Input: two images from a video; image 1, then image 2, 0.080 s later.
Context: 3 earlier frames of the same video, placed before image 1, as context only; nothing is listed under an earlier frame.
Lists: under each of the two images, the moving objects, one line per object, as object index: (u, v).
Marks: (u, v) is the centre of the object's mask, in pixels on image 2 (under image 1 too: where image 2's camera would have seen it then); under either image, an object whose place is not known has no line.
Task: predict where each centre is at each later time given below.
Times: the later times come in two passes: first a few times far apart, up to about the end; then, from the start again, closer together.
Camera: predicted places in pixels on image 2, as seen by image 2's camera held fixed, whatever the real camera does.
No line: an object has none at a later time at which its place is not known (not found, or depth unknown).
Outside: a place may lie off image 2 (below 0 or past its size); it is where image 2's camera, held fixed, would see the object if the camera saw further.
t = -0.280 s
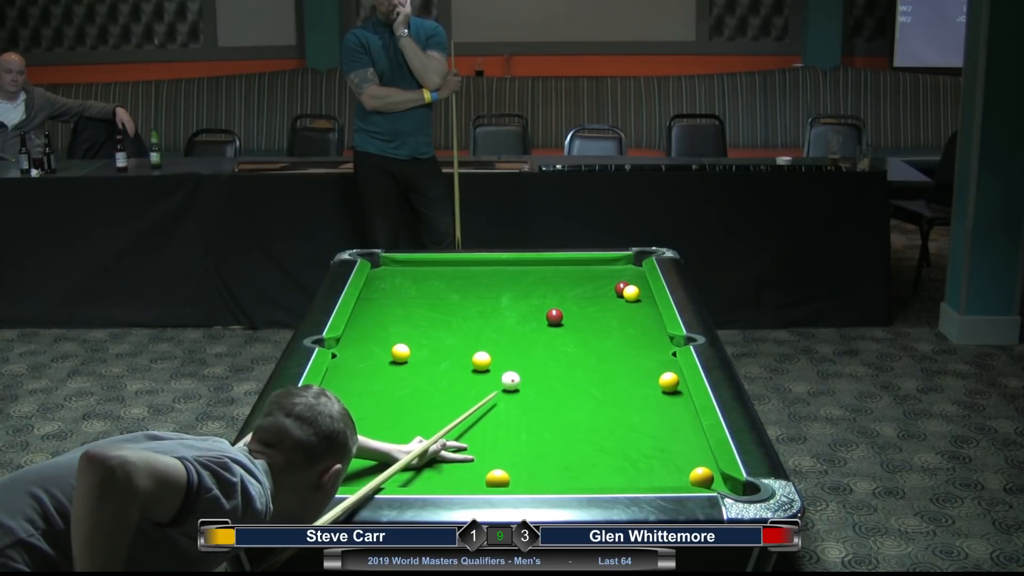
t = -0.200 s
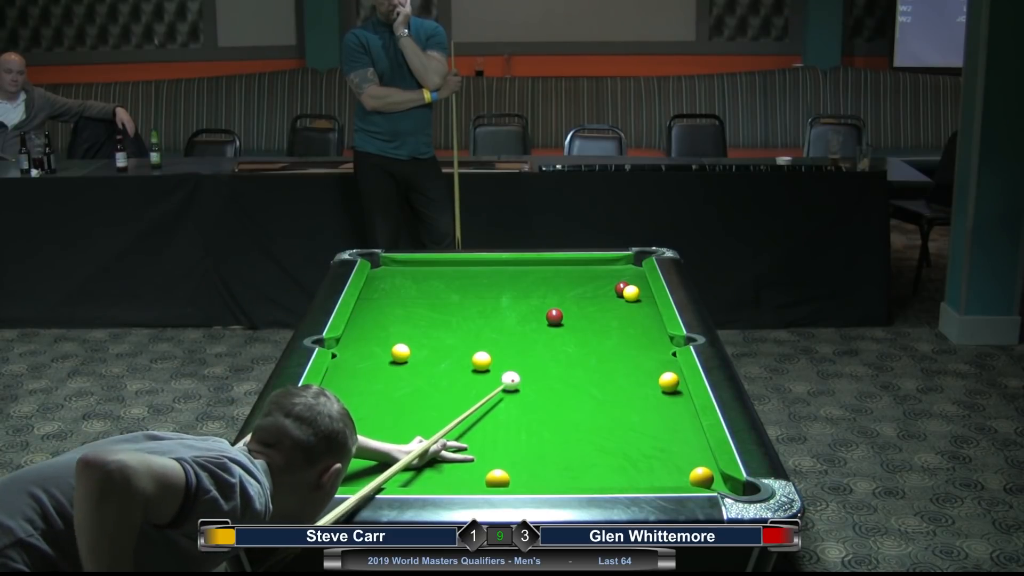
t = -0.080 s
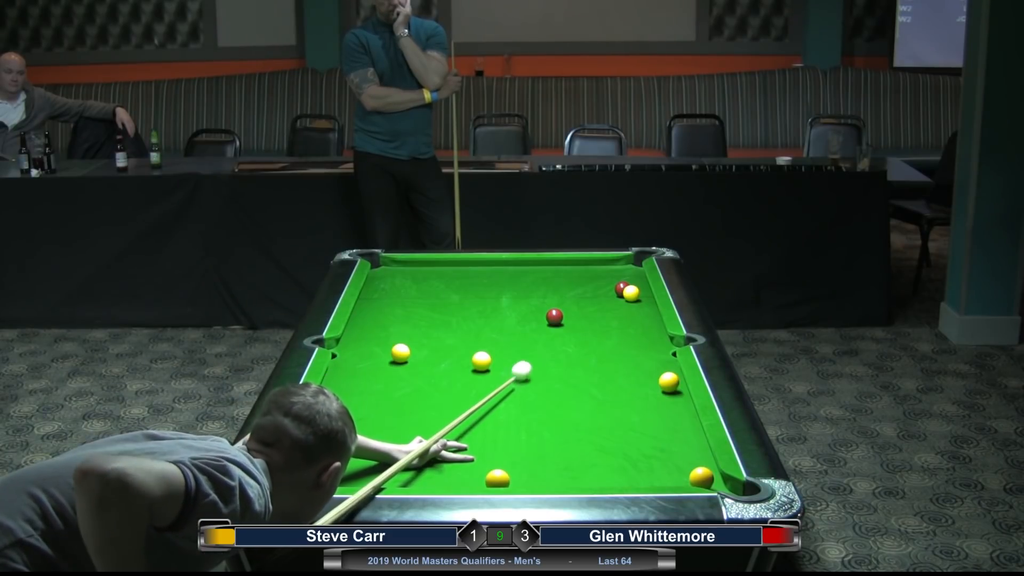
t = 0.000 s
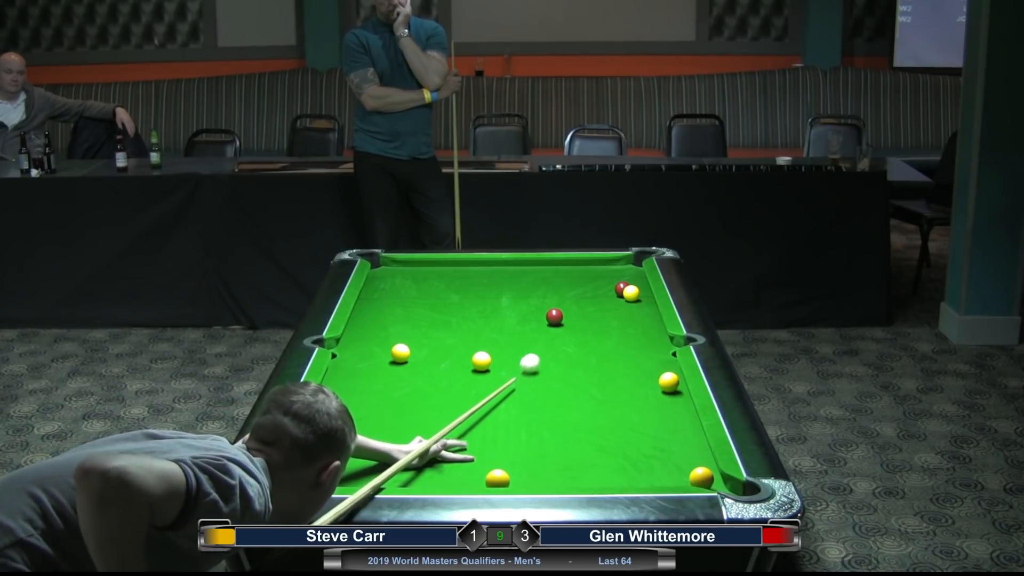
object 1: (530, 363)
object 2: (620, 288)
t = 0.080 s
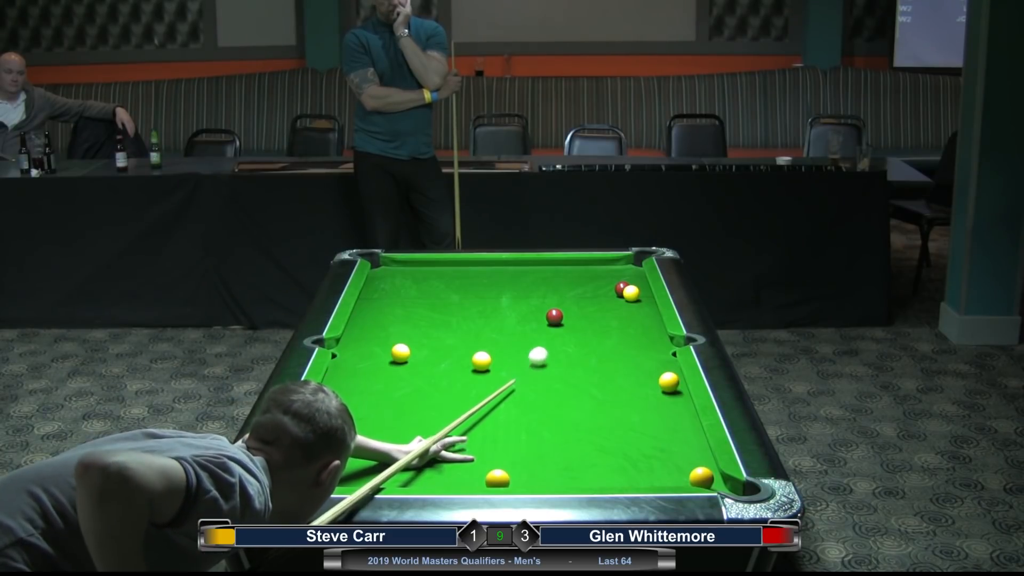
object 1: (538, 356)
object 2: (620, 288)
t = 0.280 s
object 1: (557, 340)
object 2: (620, 288)
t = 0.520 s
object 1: (576, 323)
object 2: (620, 288)
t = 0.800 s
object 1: (597, 305)
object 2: (620, 288)
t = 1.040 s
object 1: (611, 292)
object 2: (622, 287)
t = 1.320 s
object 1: (601, 286)
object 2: (641, 283)
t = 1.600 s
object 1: (592, 281)
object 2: (626, 279)
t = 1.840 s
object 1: (585, 277)
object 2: (617, 278)
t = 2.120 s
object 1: (579, 274)
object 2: (608, 275)
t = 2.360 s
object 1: (573, 271)
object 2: (602, 274)
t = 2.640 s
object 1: (569, 269)
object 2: (597, 273)
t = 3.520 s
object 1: (564, 267)
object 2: (590, 272)
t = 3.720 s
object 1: (564, 267)
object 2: (590, 272)
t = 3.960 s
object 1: (564, 267)
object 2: (590, 272)
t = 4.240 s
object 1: (564, 267)
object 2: (590, 272)
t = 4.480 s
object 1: (564, 267)
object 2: (590, 272)
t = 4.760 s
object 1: (564, 267)
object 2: (590, 272)
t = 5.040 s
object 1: (564, 267)
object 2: (590, 272)
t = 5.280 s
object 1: (564, 267)
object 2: (590, 272)
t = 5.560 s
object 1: (564, 267)
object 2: (590, 272)
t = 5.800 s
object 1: (564, 267)
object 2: (590, 272)
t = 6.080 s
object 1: (564, 267)
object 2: (590, 272)
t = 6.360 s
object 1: (564, 267)
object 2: (590, 272)
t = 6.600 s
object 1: (564, 267)
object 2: (590, 272)
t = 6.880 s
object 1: (564, 267)
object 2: (590, 272)
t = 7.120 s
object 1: (564, 267)
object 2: (590, 272)
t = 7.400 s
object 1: (564, 267)
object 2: (590, 272)
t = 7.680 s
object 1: (564, 267)
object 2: (590, 272)
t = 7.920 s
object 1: (564, 267)
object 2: (590, 272)
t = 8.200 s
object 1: (564, 267)
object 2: (590, 272)
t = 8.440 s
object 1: (564, 267)
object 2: (590, 272)
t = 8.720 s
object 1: (564, 267)
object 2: (590, 272)
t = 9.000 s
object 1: (564, 267)
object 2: (590, 272)
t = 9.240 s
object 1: (564, 267)
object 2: (590, 272)
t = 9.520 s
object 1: (564, 267)
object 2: (590, 272)
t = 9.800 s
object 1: (564, 267)
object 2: (590, 272)
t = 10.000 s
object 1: (564, 267)
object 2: (590, 272)
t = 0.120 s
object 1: (542, 353)
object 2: (620, 288)
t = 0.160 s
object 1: (546, 349)
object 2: (620, 288)
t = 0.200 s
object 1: (549, 346)
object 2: (620, 288)
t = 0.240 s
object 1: (553, 343)
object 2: (620, 288)
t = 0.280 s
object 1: (557, 340)
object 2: (620, 288)
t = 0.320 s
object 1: (560, 337)
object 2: (620, 288)
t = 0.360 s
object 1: (564, 334)
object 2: (620, 288)
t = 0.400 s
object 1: (567, 331)
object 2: (621, 288)
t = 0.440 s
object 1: (570, 328)
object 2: (621, 288)
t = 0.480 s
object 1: (574, 325)
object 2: (620, 288)
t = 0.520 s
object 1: (576, 323)
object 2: (620, 288)
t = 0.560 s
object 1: (580, 320)
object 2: (620, 288)
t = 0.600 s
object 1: (583, 317)
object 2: (620, 288)
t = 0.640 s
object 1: (586, 315)
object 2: (620, 288)
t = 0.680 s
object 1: (589, 312)
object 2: (620, 288)
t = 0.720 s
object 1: (591, 310)
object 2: (620, 288)
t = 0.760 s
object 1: (594, 307)
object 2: (620, 288)
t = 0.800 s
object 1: (597, 305)
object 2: (620, 288)
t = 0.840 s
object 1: (600, 303)
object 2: (621, 288)
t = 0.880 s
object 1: (602, 300)
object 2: (621, 288)
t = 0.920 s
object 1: (605, 298)
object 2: (621, 288)
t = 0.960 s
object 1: (607, 296)
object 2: (621, 288)
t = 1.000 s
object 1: (610, 294)
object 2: (621, 287)
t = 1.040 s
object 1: (611, 292)
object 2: (622, 287)
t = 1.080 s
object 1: (609, 292)
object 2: (624, 285)
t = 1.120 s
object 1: (608, 291)
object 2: (628, 283)
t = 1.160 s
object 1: (606, 290)
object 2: (633, 283)
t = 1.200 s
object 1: (605, 289)
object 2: (636, 283)
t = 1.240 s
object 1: (603, 288)
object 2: (638, 283)
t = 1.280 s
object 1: (602, 287)
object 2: (641, 283)
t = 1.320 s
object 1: (601, 286)
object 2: (641, 283)
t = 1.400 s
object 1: (597, 284)
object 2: (636, 280)
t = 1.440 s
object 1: (596, 283)
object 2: (633, 280)
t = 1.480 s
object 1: (595, 283)
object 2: (632, 280)
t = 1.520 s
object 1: (594, 282)
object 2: (630, 280)
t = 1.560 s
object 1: (593, 281)
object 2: (628, 279)
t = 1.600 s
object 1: (592, 281)
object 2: (626, 279)
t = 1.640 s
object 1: (590, 280)
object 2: (624, 279)
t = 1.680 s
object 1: (589, 280)
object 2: (623, 279)
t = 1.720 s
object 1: (588, 279)
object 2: (622, 279)
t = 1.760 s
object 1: (587, 278)
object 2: (620, 278)
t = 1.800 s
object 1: (586, 278)
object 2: (619, 278)
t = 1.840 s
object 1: (585, 277)
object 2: (617, 278)
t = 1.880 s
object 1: (584, 277)
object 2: (616, 277)
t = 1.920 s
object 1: (583, 276)
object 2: (615, 277)
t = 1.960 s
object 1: (582, 276)
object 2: (613, 277)
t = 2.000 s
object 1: (581, 275)
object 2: (612, 276)
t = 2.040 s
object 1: (580, 275)
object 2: (611, 276)
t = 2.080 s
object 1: (580, 274)
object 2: (609, 276)
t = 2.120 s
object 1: (579, 274)
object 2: (608, 275)
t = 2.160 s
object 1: (578, 273)
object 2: (607, 275)
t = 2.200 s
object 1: (577, 273)
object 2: (606, 275)
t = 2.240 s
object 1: (576, 272)
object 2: (605, 275)
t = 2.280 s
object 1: (575, 272)
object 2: (604, 274)
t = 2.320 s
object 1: (574, 272)
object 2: (603, 274)
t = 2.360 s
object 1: (573, 271)
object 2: (602, 274)
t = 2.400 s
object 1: (573, 271)
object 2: (601, 274)
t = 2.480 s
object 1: (572, 271)
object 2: (600, 274)
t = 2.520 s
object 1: (571, 270)
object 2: (599, 274)
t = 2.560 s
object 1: (571, 270)
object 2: (598, 274)
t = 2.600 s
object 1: (570, 270)
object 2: (597, 273)
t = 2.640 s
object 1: (569, 269)
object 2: (597, 273)
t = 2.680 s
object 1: (569, 269)
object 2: (596, 273)
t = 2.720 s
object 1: (568, 269)
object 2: (595, 273)
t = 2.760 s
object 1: (570, 268)
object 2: (594, 273)
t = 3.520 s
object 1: (564, 267)
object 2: (590, 272)
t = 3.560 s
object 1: (564, 267)
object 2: (590, 272)
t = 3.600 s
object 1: (564, 267)
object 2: (590, 272)
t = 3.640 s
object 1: (564, 267)
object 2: (590, 272)
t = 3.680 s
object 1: (564, 267)
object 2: (590, 272)
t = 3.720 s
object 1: (564, 267)
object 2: (590, 272)
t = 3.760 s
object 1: (564, 267)
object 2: (590, 272)
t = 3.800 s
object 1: (564, 267)
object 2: (590, 272)
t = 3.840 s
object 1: (564, 267)
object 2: (590, 272)
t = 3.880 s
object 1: (564, 267)
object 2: (590, 272)
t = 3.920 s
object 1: (564, 267)
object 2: (590, 272)
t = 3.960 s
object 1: (564, 267)
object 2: (590, 272)
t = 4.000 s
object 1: (564, 267)
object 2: (590, 272)
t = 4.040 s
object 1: (564, 267)
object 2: (590, 272)
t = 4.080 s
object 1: (564, 267)
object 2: (590, 272)
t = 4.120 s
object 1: (564, 267)
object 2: (590, 272)
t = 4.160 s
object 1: (564, 267)
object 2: (590, 272)
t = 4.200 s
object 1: (564, 267)
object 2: (590, 272)
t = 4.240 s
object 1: (564, 267)
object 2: (590, 272)
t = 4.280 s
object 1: (564, 267)
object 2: (590, 272)
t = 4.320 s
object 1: (564, 267)
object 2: (590, 272)
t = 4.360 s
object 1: (564, 267)
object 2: (590, 272)
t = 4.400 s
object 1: (564, 267)
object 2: (590, 272)
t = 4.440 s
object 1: (564, 267)
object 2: (590, 272)
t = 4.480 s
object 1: (564, 267)
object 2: (590, 272)
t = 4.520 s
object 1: (564, 267)
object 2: (590, 272)
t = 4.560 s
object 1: (564, 267)
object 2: (590, 272)
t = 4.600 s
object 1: (564, 267)
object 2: (590, 272)
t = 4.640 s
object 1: (564, 267)
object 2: (590, 272)
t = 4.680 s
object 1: (564, 267)
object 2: (590, 272)
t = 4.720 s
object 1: (564, 267)
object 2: (590, 272)
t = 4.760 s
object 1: (564, 267)
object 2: (590, 272)
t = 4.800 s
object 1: (564, 267)
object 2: (590, 272)
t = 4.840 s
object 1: (564, 267)
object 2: (590, 272)
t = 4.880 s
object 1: (564, 267)
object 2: (590, 272)
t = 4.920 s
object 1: (564, 267)
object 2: (590, 272)
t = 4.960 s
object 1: (564, 267)
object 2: (590, 272)
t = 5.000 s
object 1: (564, 267)
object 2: (590, 272)
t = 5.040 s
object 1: (564, 267)
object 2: (590, 272)
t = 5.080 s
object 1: (564, 267)
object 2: (590, 272)
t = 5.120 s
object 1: (564, 267)
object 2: (590, 272)
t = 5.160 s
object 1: (564, 267)
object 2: (590, 272)
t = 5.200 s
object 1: (564, 267)
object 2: (590, 272)
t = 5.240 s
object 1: (564, 267)
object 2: (590, 272)
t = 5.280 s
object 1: (564, 267)
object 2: (590, 272)
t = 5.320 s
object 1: (564, 267)
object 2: (590, 272)
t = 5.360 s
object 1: (564, 267)
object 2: (590, 272)
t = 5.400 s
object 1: (564, 267)
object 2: (590, 272)
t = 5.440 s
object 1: (564, 267)
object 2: (590, 272)
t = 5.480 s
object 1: (564, 267)
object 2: (590, 272)
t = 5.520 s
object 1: (564, 267)
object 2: (590, 272)
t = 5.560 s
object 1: (564, 267)
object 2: (590, 272)
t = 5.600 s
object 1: (564, 267)
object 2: (590, 272)
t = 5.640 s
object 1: (564, 267)
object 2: (590, 272)
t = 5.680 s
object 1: (564, 267)
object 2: (590, 272)
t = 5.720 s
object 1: (564, 267)
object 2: (590, 272)
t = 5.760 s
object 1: (564, 267)
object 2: (590, 272)
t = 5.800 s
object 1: (564, 267)
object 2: (590, 272)
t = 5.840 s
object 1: (564, 267)
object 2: (590, 272)
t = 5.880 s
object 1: (564, 267)
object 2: (590, 272)
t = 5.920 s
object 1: (564, 267)
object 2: (590, 272)
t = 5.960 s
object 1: (564, 267)
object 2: (590, 272)
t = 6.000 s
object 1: (564, 267)
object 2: (590, 272)
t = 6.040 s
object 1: (564, 267)
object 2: (590, 272)
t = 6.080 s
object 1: (564, 267)
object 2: (590, 272)
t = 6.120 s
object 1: (564, 267)
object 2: (590, 272)
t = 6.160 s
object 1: (564, 267)
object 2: (590, 272)
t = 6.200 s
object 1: (564, 267)
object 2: (590, 272)
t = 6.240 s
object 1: (564, 267)
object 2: (590, 272)
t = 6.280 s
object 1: (564, 267)
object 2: (590, 272)
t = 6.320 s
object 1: (564, 267)
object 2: (590, 272)
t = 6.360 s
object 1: (564, 267)
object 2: (590, 272)
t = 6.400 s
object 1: (564, 267)
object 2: (590, 272)
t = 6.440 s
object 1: (564, 267)
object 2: (590, 272)
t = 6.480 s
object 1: (564, 267)
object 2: (590, 272)
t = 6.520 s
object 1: (564, 267)
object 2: (590, 272)
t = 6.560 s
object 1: (564, 267)
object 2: (590, 272)
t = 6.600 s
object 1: (564, 267)
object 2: (590, 272)
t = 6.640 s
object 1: (564, 267)
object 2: (590, 272)
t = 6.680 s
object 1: (564, 267)
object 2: (590, 272)
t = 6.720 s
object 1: (564, 267)
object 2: (590, 272)
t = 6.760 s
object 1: (564, 267)
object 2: (590, 272)
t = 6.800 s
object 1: (564, 267)
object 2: (590, 272)
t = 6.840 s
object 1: (564, 267)
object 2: (590, 272)
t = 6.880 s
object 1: (564, 267)
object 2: (590, 272)
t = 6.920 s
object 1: (564, 267)
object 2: (590, 272)
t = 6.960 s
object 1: (564, 267)
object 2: (590, 272)
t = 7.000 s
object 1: (564, 267)
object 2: (590, 272)
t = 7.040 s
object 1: (564, 267)
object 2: (590, 272)
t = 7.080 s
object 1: (564, 267)
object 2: (590, 272)
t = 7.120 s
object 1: (564, 267)
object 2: (590, 272)
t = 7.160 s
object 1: (564, 267)
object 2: (590, 272)
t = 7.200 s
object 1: (564, 267)
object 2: (590, 272)
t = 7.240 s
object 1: (564, 267)
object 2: (590, 272)
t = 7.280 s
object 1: (564, 267)
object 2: (590, 272)
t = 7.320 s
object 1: (564, 267)
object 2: (590, 272)
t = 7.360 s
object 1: (564, 267)
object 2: (590, 272)
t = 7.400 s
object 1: (564, 267)
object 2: (590, 272)
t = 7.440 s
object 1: (564, 267)
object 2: (590, 272)
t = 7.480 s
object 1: (564, 267)
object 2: (590, 272)
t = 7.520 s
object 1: (564, 267)
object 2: (590, 272)
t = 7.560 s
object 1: (564, 267)
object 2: (590, 272)
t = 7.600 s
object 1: (564, 267)
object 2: (590, 272)
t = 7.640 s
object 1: (564, 267)
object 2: (590, 272)
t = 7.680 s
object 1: (564, 267)
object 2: (590, 272)
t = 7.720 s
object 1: (564, 267)
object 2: (590, 272)
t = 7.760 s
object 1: (564, 267)
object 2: (590, 272)
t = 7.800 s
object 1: (564, 267)
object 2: (590, 272)
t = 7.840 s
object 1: (564, 267)
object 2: (590, 272)
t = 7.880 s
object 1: (564, 267)
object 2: (590, 272)
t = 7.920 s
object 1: (564, 267)
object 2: (590, 272)
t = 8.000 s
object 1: (564, 267)
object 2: (590, 272)
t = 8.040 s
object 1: (564, 267)
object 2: (590, 272)
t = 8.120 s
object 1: (564, 267)
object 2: (590, 272)
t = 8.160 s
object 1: (564, 267)
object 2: (590, 272)
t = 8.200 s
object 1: (564, 267)
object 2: (590, 272)
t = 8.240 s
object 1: (564, 267)
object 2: (590, 272)
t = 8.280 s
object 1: (564, 267)
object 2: (590, 272)
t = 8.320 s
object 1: (564, 267)
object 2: (590, 272)
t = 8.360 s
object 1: (564, 267)
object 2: (590, 272)
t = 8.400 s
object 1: (564, 267)
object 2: (590, 272)
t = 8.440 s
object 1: (564, 267)
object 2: (590, 272)
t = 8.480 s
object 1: (564, 267)
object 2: (590, 272)
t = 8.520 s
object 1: (564, 267)
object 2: (590, 272)
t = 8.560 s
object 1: (564, 267)
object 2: (590, 272)
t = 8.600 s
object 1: (564, 267)
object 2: (590, 272)
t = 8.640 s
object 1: (564, 267)
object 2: (590, 272)
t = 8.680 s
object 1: (564, 267)
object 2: (590, 272)
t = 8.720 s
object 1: (564, 267)
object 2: (590, 272)
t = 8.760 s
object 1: (564, 267)
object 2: (590, 272)
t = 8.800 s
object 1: (564, 267)
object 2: (590, 272)
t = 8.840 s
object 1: (564, 267)
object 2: (590, 272)
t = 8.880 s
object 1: (564, 267)
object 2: (590, 272)
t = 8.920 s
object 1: (564, 267)
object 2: (590, 272)
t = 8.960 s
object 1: (564, 267)
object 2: (590, 272)
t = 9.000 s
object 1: (564, 267)
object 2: (590, 272)
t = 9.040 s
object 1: (564, 267)
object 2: (590, 272)
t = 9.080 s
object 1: (564, 267)
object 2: (590, 272)
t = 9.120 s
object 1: (564, 267)
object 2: (590, 272)
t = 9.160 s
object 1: (564, 267)
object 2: (590, 272)
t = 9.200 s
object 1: (564, 267)
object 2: (590, 272)
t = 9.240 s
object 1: (564, 267)
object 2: (590, 272)
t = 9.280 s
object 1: (564, 267)
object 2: (590, 272)
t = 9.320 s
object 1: (564, 267)
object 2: (590, 272)
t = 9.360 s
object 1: (564, 267)
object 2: (590, 272)
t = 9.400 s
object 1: (564, 267)
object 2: (590, 272)
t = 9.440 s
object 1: (564, 267)
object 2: (590, 272)
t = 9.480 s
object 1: (564, 267)
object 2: (590, 272)
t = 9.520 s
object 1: (564, 267)
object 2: (590, 272)
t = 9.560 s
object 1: (564, 267)
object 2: (590, 272)
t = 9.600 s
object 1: (564, 267)
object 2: (590, 272)
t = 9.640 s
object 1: (564, 267)
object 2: (590, 272)
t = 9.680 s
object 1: (564, 267)
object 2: (590, 272)
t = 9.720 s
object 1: (564, 267)
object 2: (590, 272)
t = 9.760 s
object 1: (564, 267)
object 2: (590, 272)
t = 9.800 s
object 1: (564, 267)
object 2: (590, 272)
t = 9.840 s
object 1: (564, 267)
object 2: (590, 272)
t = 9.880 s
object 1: (564, 267)
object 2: (590, 272)
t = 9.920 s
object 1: (564, 267)
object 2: (590, 272)
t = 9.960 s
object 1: (564, 267)
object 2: (590, 272)
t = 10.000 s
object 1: (564, 267)
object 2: (590, 272)
